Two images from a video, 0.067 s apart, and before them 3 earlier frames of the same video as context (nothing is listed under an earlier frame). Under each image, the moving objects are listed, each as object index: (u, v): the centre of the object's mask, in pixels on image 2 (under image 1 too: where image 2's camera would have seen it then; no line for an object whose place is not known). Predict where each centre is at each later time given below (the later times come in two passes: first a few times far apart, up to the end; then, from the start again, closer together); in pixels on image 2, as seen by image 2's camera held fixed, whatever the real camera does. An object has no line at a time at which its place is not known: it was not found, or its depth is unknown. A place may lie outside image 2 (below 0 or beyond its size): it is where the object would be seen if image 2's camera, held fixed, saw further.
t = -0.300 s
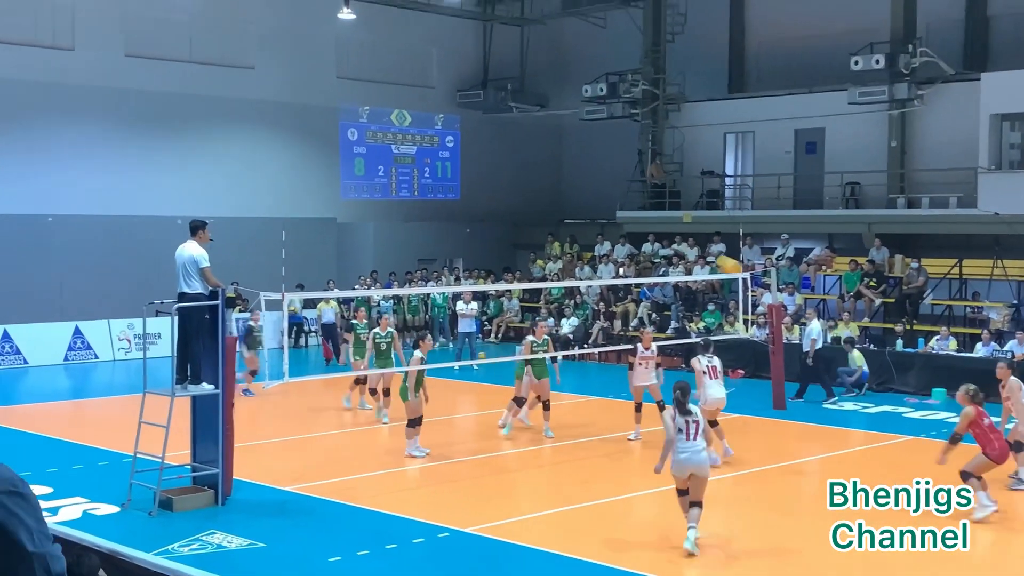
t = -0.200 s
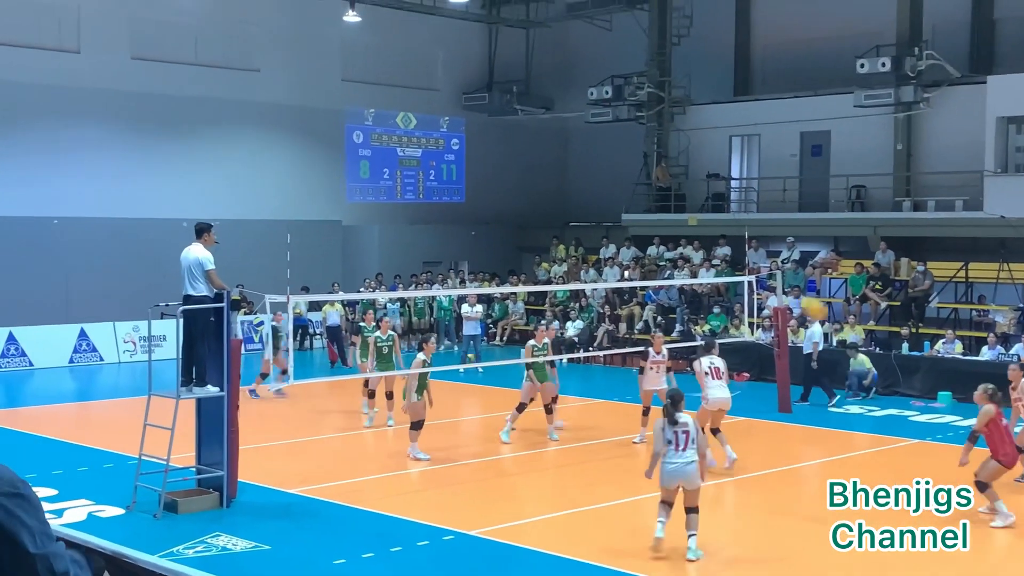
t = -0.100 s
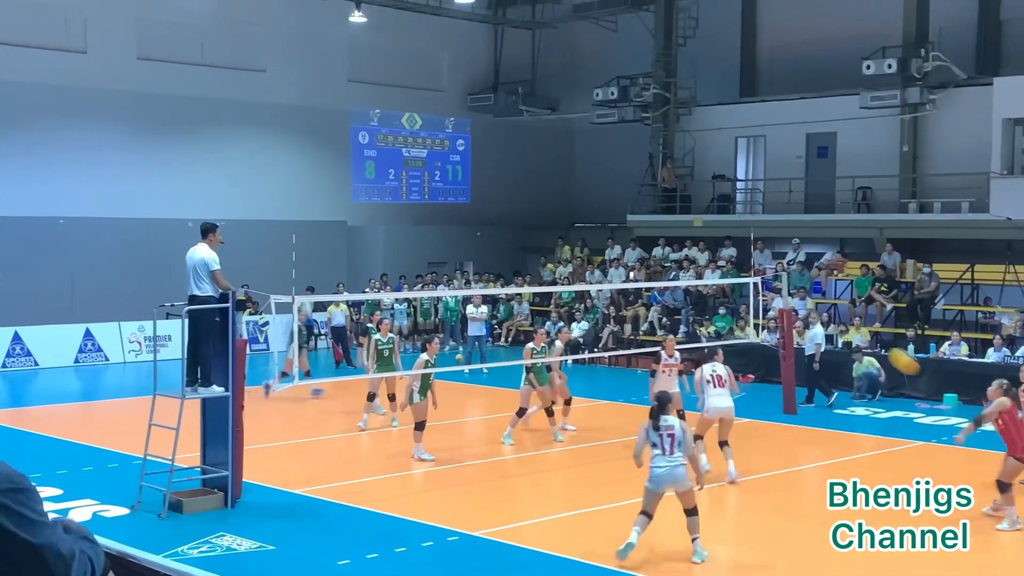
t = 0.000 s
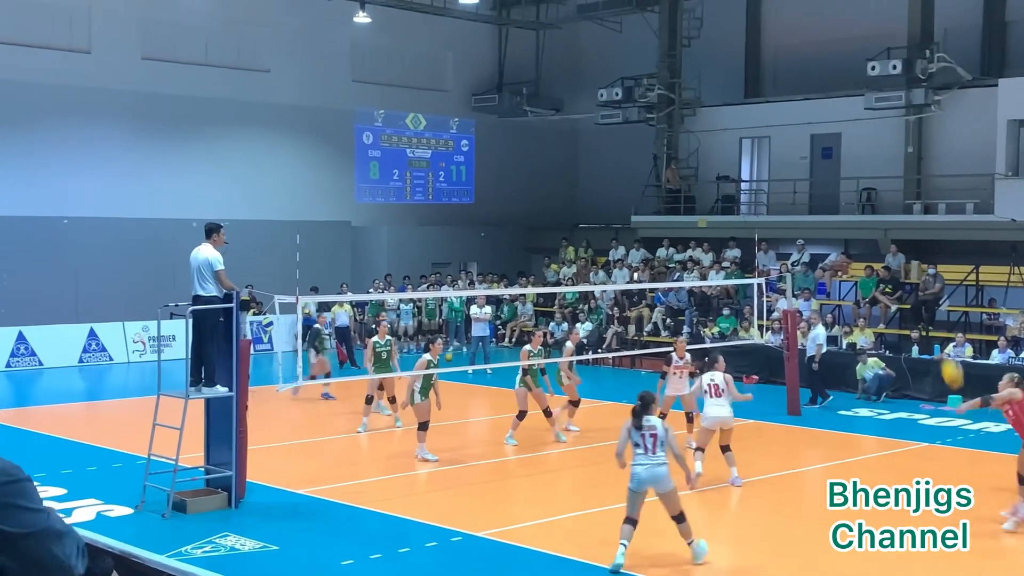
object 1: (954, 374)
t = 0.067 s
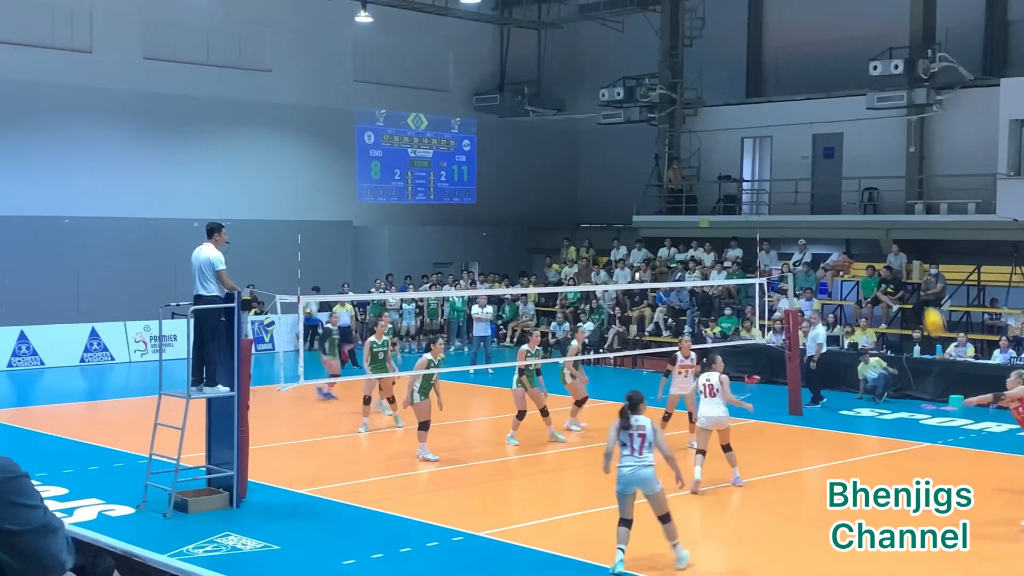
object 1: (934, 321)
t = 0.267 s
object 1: (876, 200)
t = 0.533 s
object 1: (807, 107)
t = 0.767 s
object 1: (751, 83)
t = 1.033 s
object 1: (691, 110)
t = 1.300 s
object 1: (638, 191)
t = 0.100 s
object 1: (924, 298)
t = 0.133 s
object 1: (915, 277)
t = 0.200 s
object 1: (895, 236)
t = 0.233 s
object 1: (886, 217)
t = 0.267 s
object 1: (876, 200)
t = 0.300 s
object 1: (868, 185)
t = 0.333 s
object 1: (858, 170)
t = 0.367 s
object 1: (850, 157)
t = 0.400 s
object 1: (841, 145)
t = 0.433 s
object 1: (832, 134)
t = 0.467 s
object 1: (824, 124)
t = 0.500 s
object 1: (815, 115)
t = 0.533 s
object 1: (807, 107)
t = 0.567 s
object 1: (799, 100)
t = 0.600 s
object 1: (791, 95)
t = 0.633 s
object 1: (782, 91)
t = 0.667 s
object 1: (774, 87)
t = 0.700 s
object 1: (766, 85)
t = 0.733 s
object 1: (758, 83)
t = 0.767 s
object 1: (751, 83)
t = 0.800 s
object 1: (743, 83)
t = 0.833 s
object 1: (736, 84)
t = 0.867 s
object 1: (728, 86)
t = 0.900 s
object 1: (720, 89)
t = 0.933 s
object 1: (713, 93)
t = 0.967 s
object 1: (705, 98)
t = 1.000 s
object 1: (698, 104)
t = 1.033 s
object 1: (691, 110)
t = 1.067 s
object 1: (684, 117)
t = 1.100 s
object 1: (678, 126)
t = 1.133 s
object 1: (671, 135)
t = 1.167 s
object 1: (664, 145)
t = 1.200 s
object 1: (658, 155)
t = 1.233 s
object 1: (651, 166)
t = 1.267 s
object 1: (645, 178)
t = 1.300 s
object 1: (638, 191)
